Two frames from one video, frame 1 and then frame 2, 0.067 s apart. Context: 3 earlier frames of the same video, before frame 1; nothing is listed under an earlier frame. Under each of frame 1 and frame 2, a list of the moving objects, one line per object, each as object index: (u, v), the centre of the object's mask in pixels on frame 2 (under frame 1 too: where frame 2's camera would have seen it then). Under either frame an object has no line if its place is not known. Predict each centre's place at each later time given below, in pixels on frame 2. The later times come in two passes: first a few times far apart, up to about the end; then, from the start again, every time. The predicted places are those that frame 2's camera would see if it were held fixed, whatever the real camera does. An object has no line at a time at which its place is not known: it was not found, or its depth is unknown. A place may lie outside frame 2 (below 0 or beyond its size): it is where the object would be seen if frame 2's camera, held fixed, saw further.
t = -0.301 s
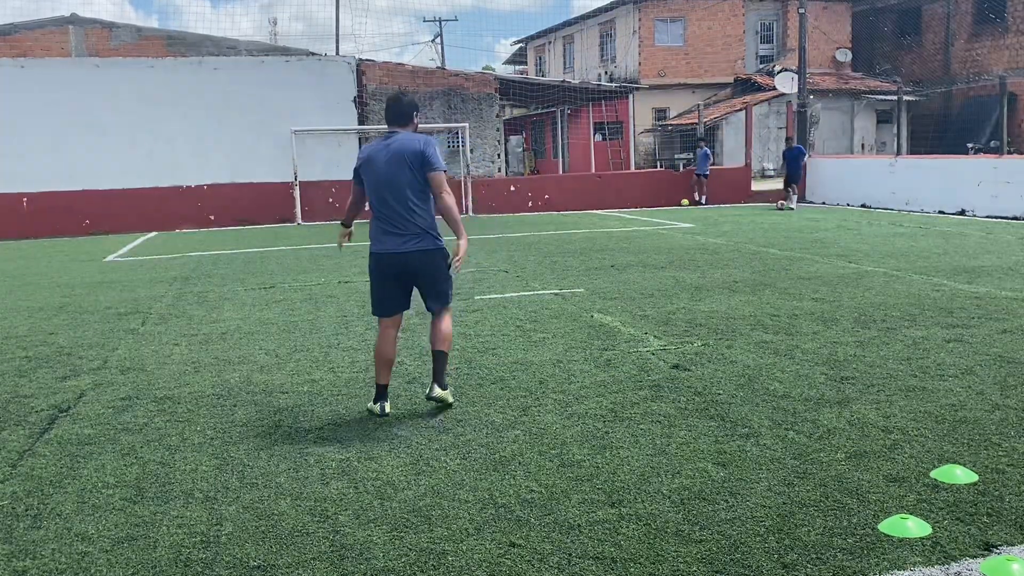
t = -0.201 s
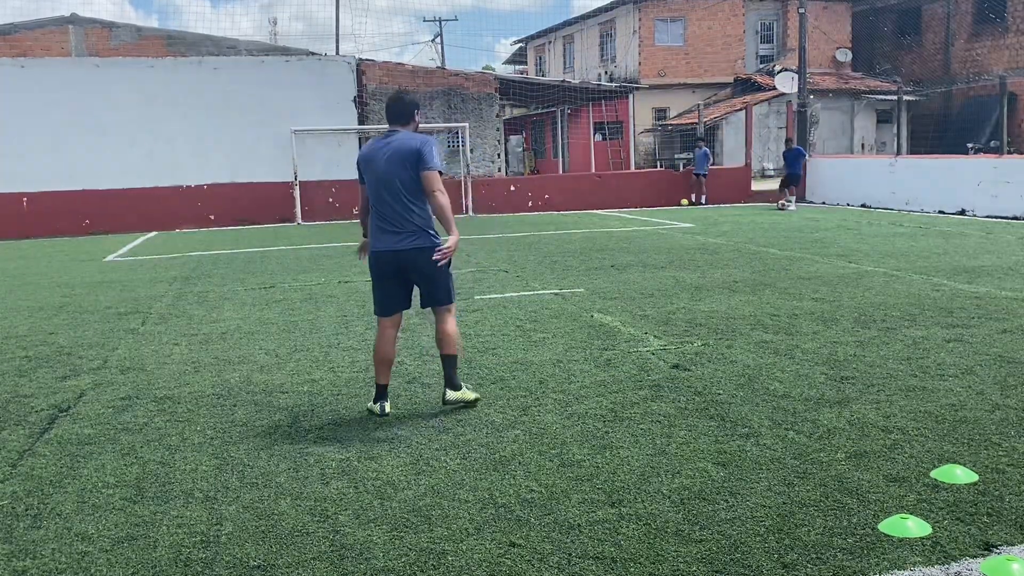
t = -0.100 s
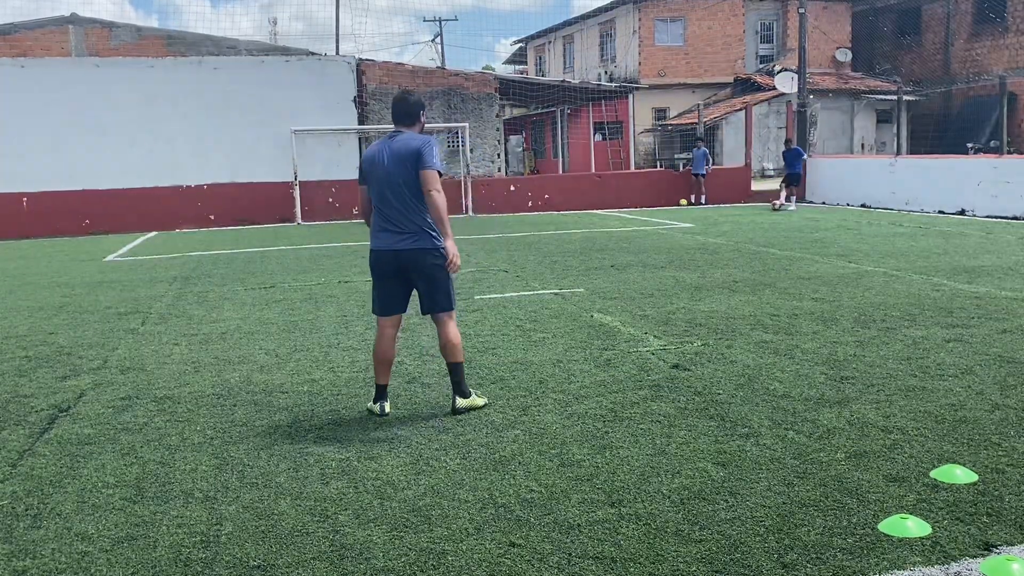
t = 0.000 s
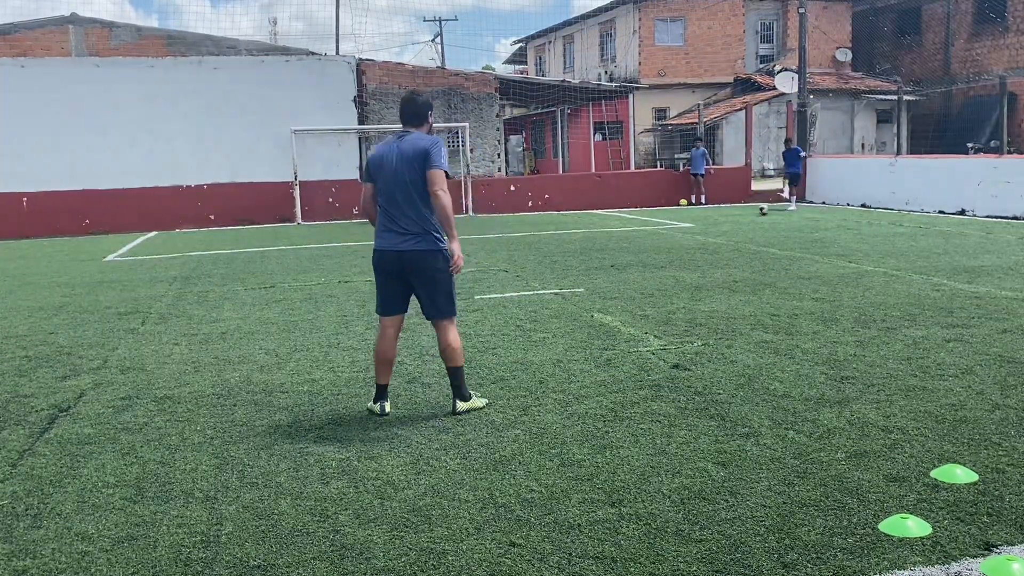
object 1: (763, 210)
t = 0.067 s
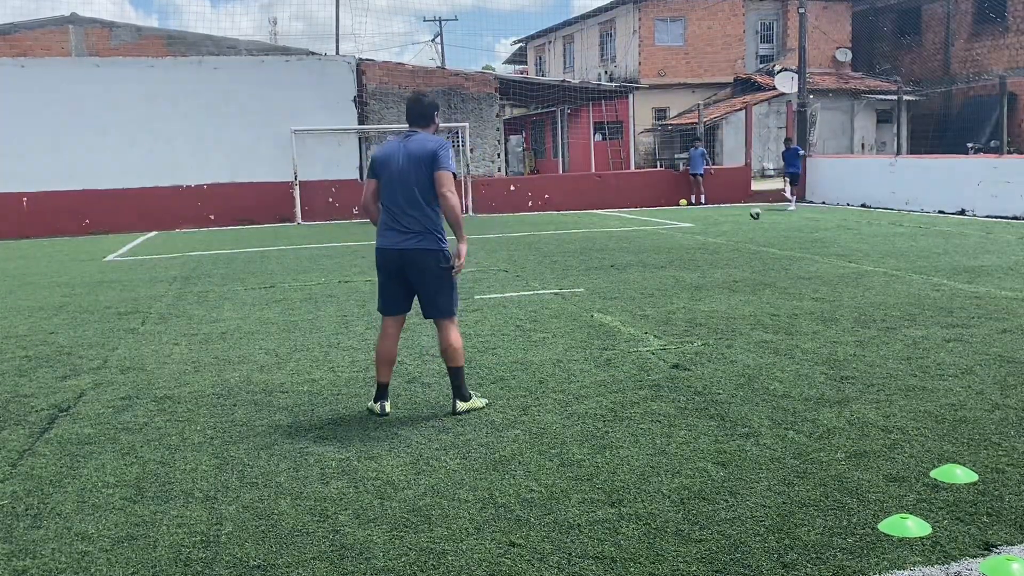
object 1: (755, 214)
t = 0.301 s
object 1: (726, 224)
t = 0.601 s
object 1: (690, 240)
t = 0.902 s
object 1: (656, 253)
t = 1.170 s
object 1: (618, 271)
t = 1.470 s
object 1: (561, 304)
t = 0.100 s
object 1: (752, 214)
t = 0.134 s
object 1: (747, 216)
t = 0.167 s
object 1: (743, 217)
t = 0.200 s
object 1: (738, 220)
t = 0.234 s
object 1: (734, 222)
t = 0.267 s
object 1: (730, 223)
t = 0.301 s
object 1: (726, 224)
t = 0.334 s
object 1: (722, 225)
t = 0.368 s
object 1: (718, 228)
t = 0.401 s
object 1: (713, 230)
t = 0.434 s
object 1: (710, 231)
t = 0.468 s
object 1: (706, 233)
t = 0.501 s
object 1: (702, 235)
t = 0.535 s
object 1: (698, 237)
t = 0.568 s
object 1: (694, 238)
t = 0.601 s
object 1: (690, 240)
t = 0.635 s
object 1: (687, 241)
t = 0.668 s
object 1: (683, 244)
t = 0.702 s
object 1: (679, 244)
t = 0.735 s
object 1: (675, 246)
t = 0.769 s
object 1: (672, 248)
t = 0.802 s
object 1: (668, 251)
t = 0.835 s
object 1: (664, 253)
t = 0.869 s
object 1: (661, 253)
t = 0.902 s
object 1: (656, 253)
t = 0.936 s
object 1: (652, 255)
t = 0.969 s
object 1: (647, 258)
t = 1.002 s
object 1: (641, 262)
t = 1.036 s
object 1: (638, 266)
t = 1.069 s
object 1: (633, 268)
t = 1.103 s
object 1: (628, 267)
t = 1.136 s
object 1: (623, 269)
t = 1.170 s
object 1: (618, 271)
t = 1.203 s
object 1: (612, 273)
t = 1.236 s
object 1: (607, 279)
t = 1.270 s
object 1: (600, 284)
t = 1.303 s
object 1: (595, 287)
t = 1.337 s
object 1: (589, 290)
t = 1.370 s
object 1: (582, 290)
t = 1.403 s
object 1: (575, 293)
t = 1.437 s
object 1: (569, 298)
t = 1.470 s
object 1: (561, 304)
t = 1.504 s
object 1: (554, 311)
